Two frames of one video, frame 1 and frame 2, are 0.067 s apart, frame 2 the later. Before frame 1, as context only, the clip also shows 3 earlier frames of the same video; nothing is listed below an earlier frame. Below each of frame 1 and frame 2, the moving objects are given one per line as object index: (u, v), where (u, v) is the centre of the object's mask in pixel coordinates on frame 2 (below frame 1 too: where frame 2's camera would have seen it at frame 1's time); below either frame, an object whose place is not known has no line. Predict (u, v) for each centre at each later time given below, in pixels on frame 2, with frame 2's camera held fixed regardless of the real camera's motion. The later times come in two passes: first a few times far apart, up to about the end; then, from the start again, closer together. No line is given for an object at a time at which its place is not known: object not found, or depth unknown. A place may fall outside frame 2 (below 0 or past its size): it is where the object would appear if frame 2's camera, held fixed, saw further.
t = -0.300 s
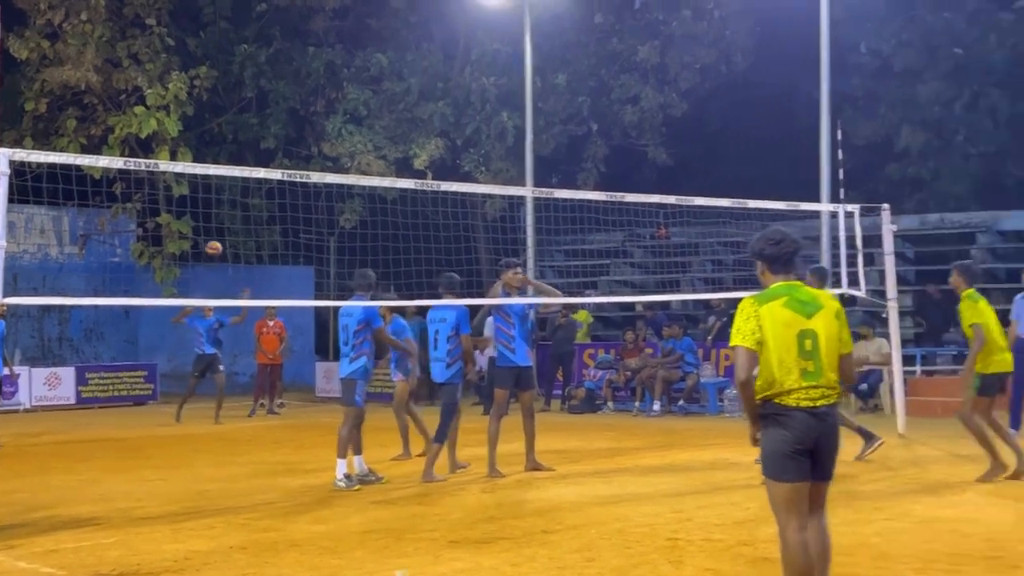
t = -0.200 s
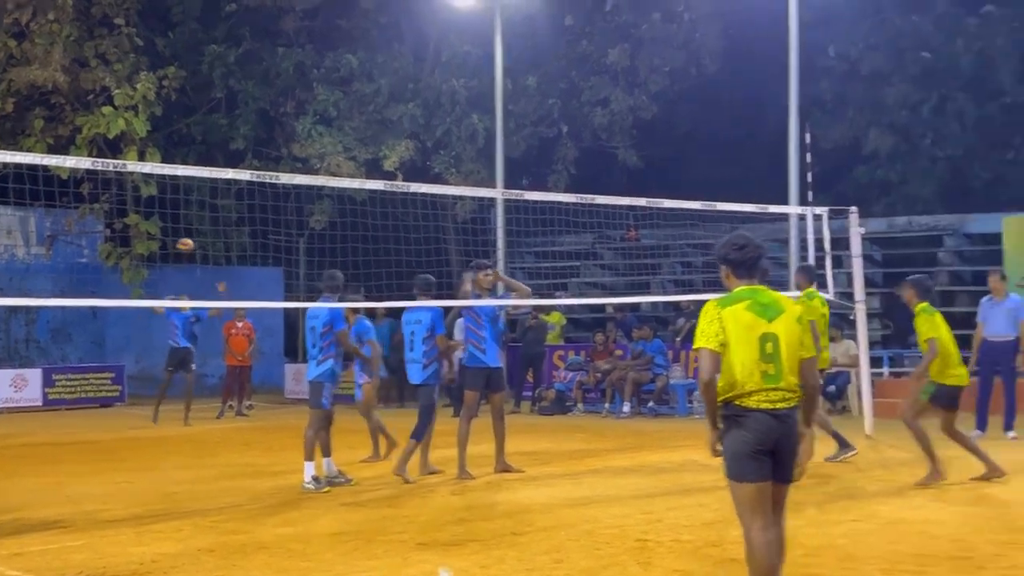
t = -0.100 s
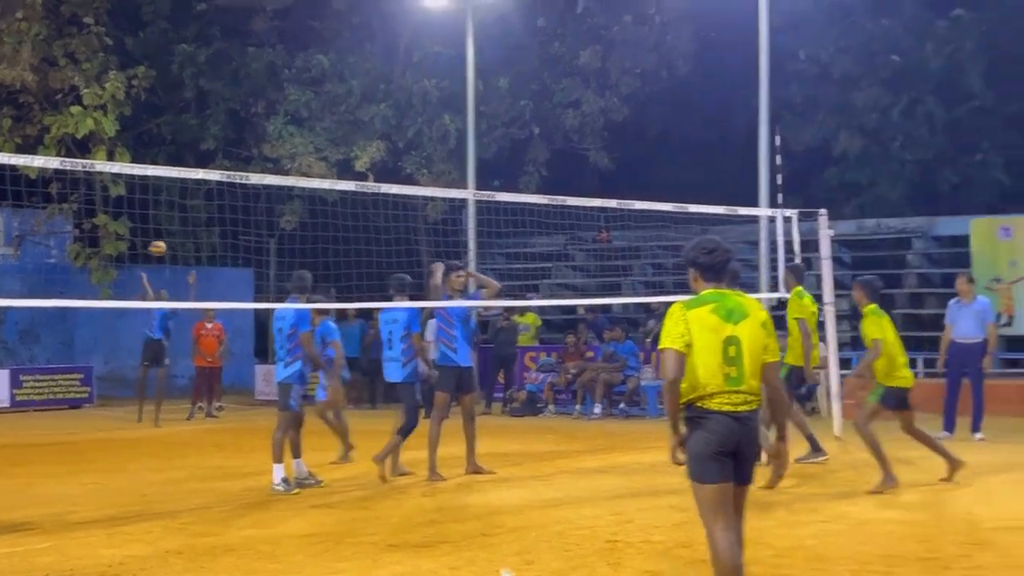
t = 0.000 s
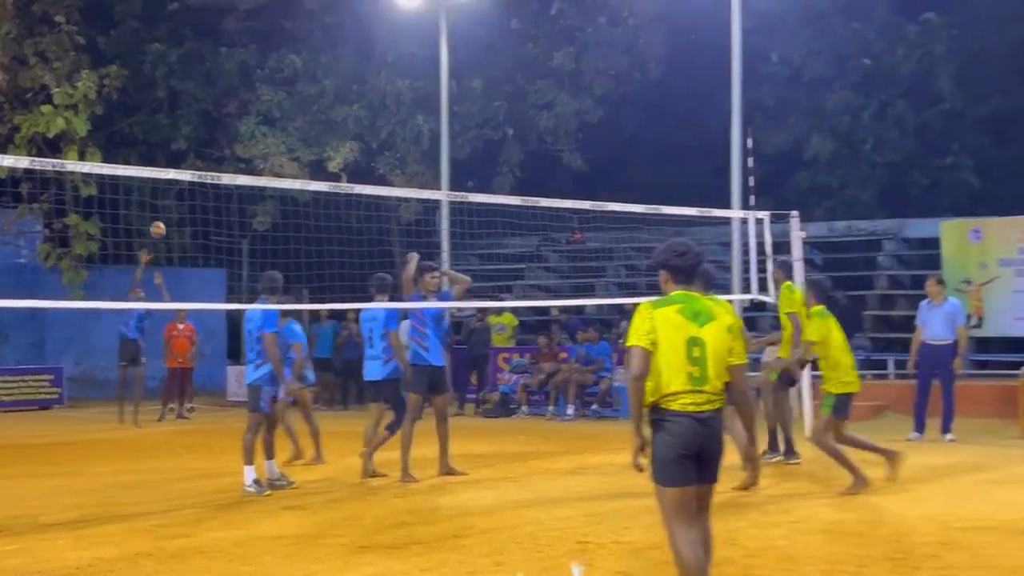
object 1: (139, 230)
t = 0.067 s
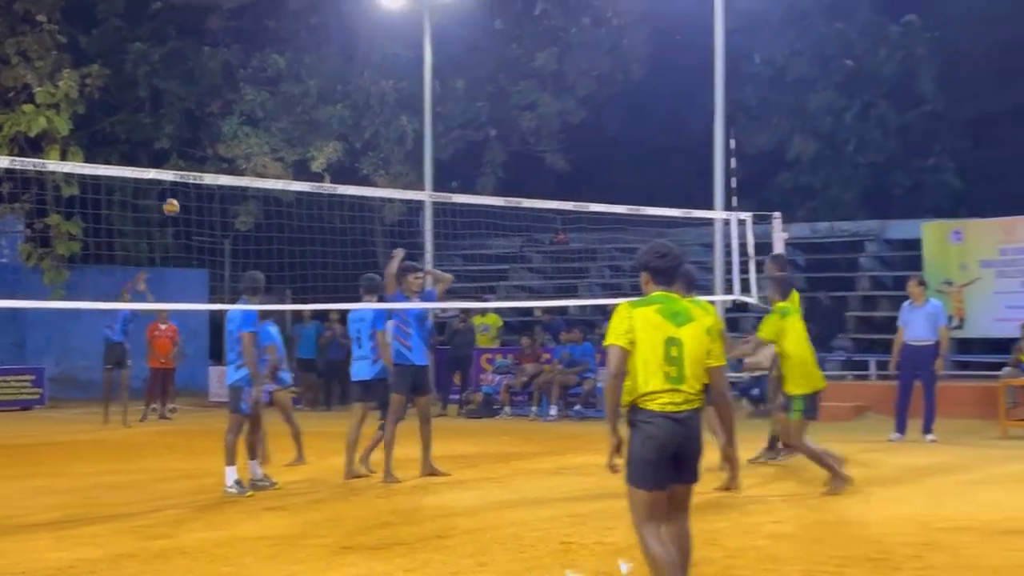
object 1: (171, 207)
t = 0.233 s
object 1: (254, 158)
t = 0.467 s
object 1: (384, 123)
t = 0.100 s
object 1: (187, 196)
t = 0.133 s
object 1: (203, 188)
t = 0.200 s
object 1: (237, 167)
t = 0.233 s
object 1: (254, 158)
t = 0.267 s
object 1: (272, 151)
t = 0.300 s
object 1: (290, 143)
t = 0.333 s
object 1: (308, 137)
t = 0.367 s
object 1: (327, 132)
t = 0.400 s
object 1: (346, 128)
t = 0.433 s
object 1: (364, 125)
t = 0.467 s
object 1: (384, 123)
